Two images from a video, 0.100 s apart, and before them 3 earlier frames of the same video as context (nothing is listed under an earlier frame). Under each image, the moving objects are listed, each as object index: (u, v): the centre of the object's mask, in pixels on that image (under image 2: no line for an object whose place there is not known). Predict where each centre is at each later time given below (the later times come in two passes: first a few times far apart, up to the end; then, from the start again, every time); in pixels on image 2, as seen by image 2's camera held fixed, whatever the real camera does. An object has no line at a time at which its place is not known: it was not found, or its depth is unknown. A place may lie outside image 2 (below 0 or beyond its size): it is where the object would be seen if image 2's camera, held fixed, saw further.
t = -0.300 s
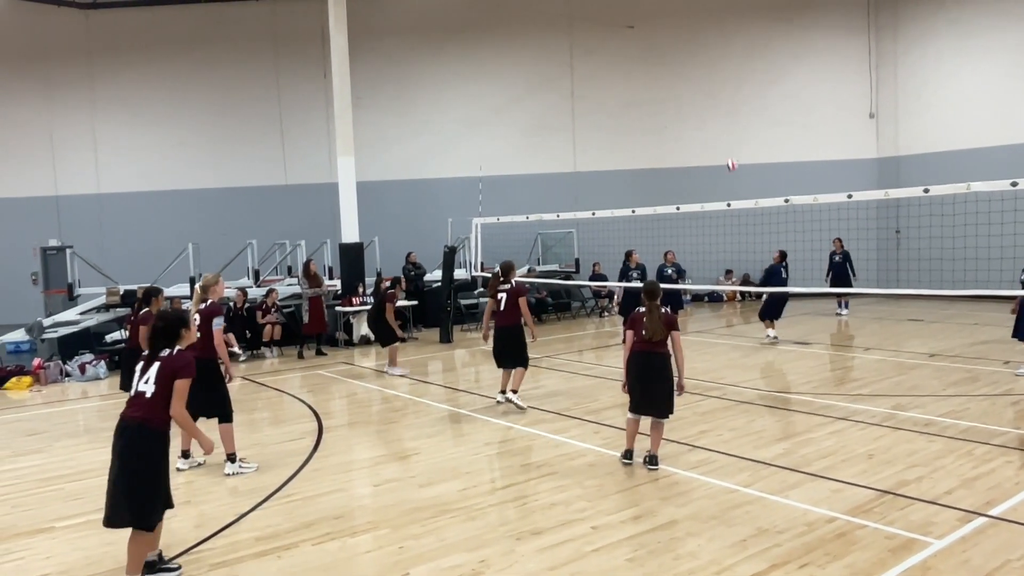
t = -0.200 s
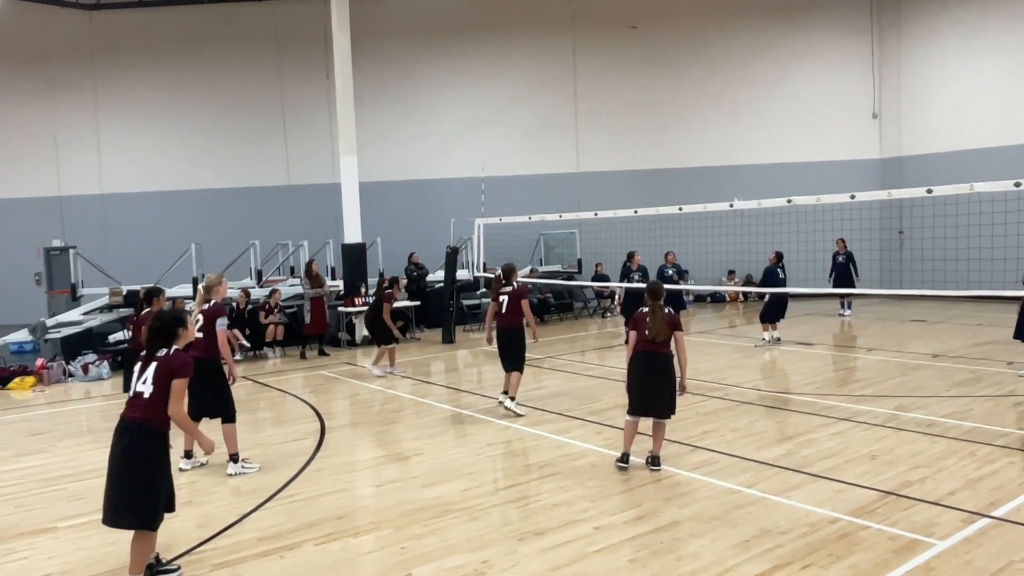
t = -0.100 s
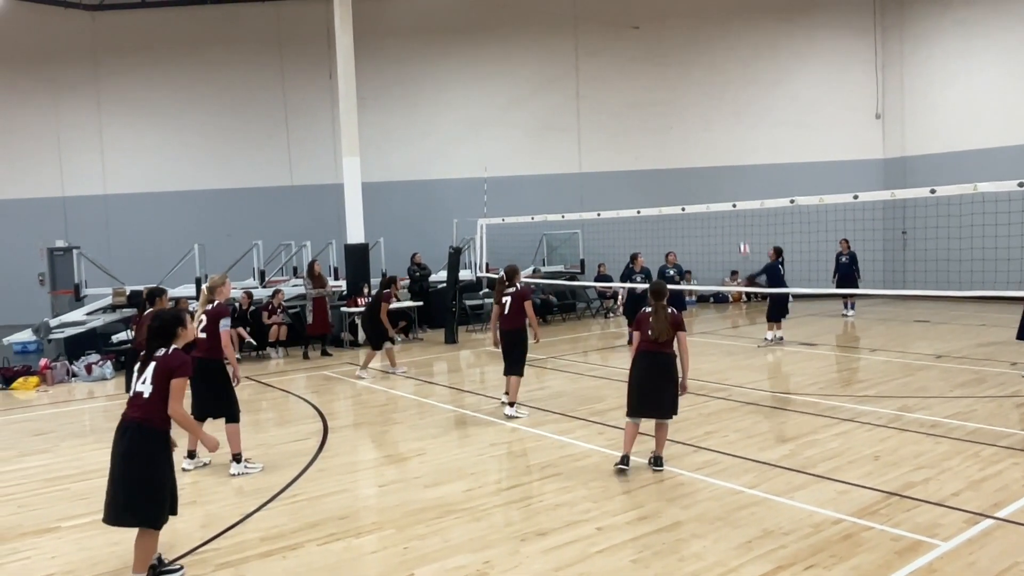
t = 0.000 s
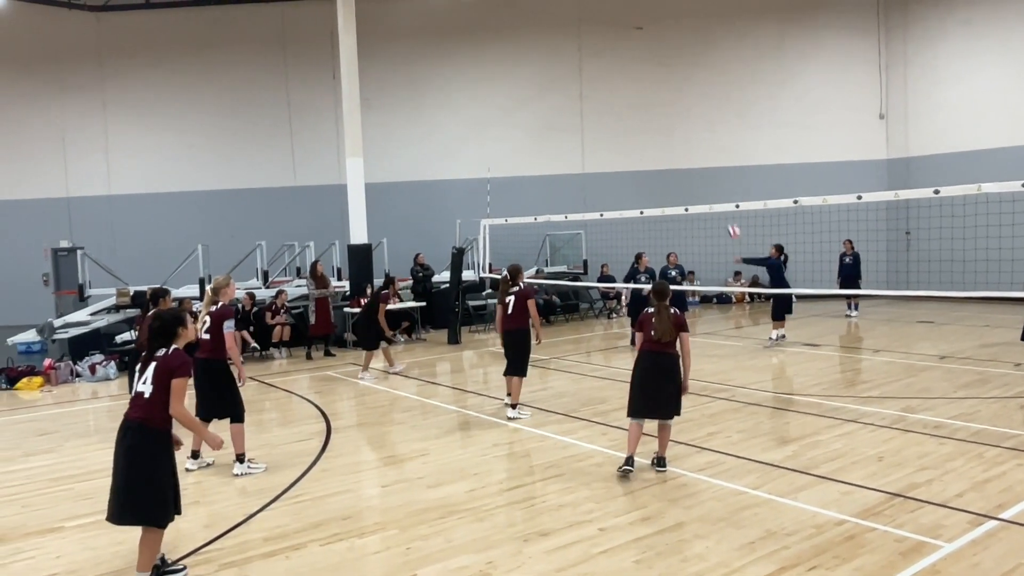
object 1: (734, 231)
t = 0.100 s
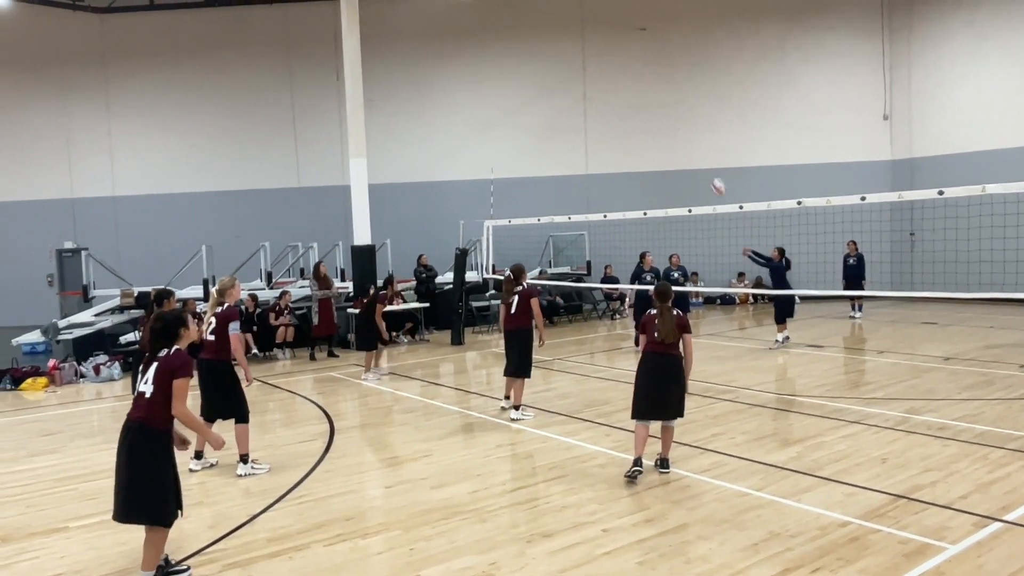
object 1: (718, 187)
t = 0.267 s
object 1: (684, 122)
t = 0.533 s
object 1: (624, 46)
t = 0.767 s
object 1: (568, 20)
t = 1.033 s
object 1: (498, 43)
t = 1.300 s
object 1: (424, 137)
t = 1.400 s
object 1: (394, 194)
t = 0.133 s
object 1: (712, 173)
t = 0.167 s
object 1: (705, 159)
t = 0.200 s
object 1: (698, 146)
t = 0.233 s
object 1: (691, 134)
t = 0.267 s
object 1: (684, 122)
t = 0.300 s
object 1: (677, 109)
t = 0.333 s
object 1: (669, 98)
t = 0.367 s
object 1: (662, 88)
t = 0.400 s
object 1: (654, 79)
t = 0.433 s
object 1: (647, 70)
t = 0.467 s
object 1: (640, 62)
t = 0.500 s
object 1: (632, 53)
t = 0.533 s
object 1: (624, 46)
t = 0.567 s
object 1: (616, 40)
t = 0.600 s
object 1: (608, 35)
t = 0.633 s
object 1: (600, 30)
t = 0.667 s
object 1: (593, 27)
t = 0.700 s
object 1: (584, 23)
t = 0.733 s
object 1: (576, 21)
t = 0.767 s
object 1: (568, 20)
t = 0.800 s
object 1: (560, 20)
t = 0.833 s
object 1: (551, 20)
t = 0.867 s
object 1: (542, 21)
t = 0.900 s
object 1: (534, 23)
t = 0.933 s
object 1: (526, 27)
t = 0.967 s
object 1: (516, 32)
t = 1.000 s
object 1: (507, 37)
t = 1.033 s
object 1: (498, 43)
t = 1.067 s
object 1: (488, 50)
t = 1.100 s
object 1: (479, 59)
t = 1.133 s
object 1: (470, 69)
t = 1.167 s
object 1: (461, 81)
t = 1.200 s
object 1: (451, 93)
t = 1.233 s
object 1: (442, 106)
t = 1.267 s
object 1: (433, 121)
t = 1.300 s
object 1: (424, 137)
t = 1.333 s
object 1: (415, 155)
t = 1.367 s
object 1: (404, 174)
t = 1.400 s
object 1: (394, 194)
